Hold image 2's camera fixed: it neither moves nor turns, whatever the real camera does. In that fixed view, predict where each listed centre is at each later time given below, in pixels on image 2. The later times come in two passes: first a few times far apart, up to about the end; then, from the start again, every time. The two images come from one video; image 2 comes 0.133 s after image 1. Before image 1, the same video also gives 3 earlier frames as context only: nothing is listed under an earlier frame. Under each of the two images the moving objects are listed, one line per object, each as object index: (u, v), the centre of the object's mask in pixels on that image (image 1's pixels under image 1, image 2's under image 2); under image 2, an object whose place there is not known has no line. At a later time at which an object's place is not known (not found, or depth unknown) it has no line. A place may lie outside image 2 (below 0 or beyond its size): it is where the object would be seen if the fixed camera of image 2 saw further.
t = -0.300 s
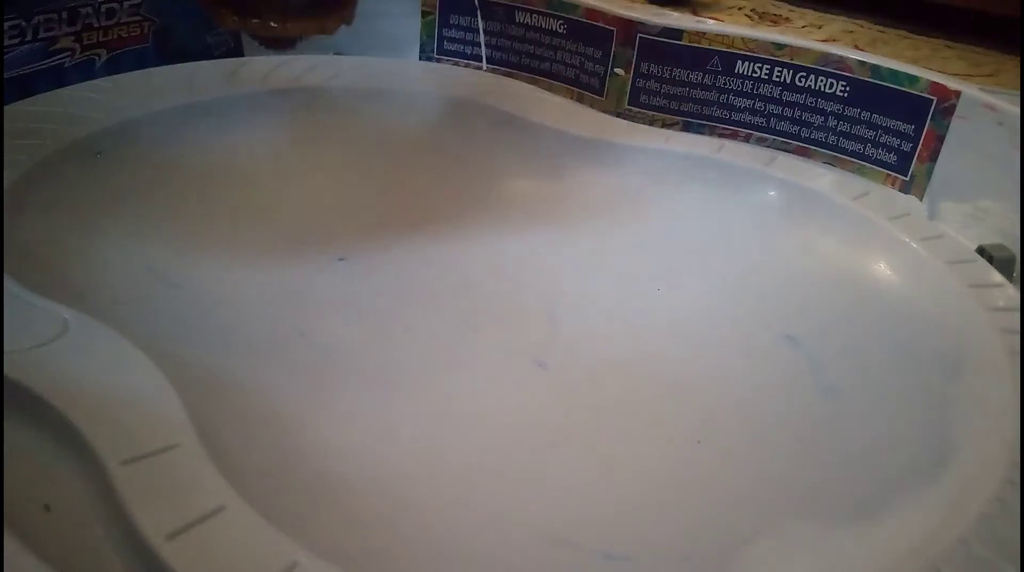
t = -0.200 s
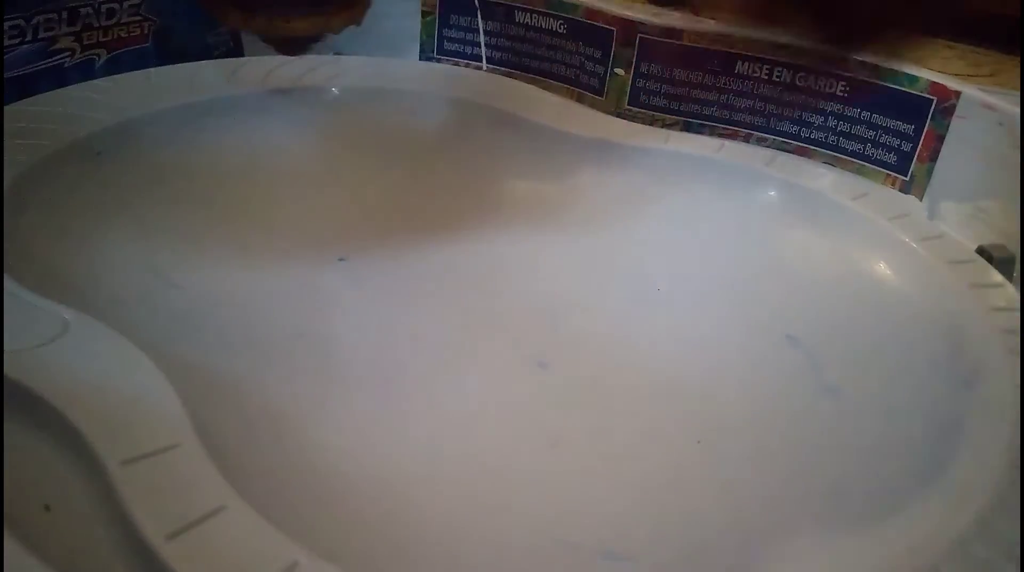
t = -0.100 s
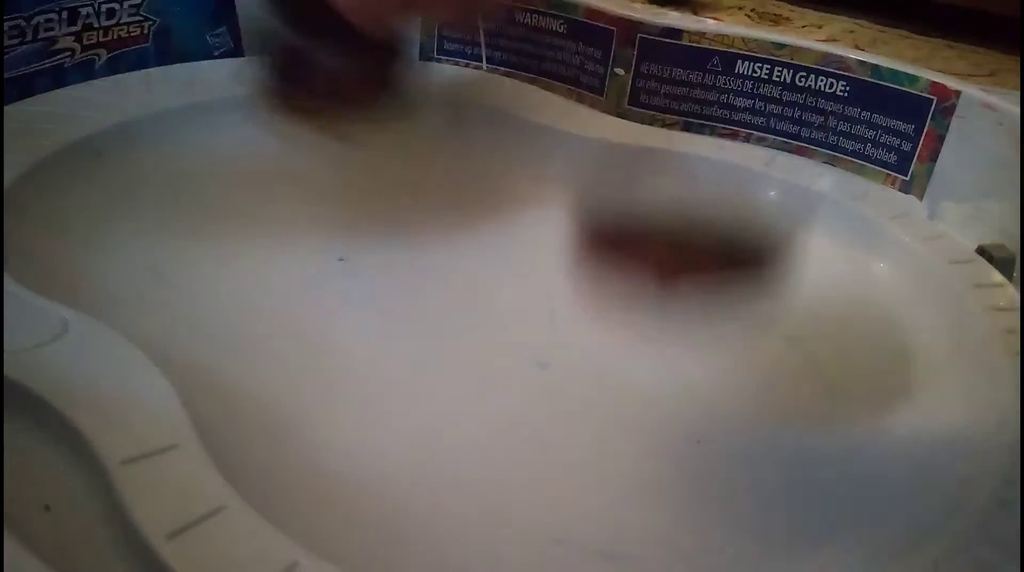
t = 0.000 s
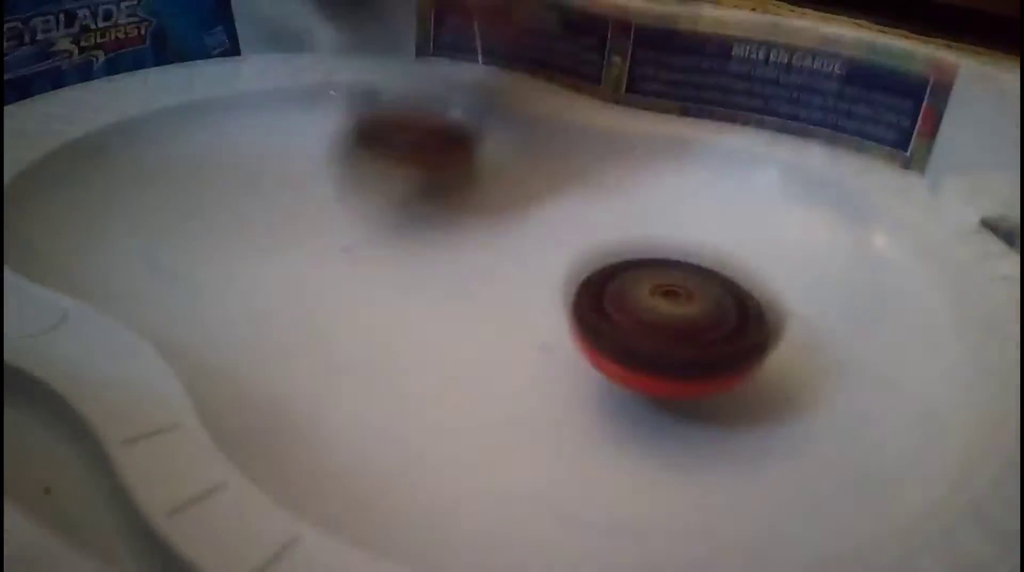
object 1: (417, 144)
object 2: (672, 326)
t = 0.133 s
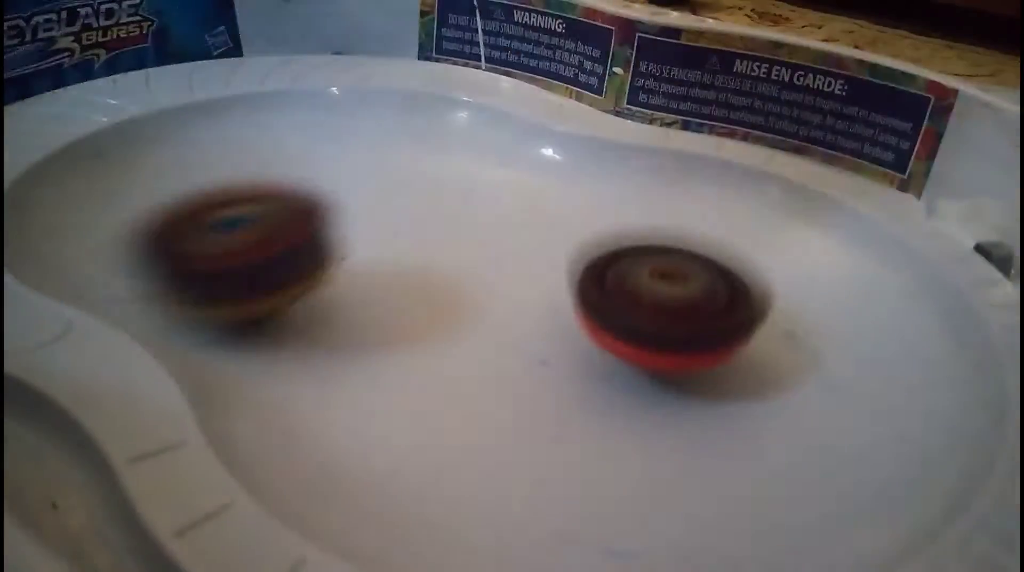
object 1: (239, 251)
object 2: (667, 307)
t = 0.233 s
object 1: (229, 260)
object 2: (647, 293)
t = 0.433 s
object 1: (481, 423)
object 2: (674, 277)
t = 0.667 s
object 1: (845, 401)
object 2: (614, 245)
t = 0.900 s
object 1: (611, 222)
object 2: (496, 304)
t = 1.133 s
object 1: (305, 234)
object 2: (865, 371)
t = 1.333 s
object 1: (278, 287)
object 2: (579, 116)
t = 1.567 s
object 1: (537, 398)
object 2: (101, 240)
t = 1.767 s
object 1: (661, 341)
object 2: (487, 457)
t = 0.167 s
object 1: (197, 264)
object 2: (666, 300)
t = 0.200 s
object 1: (208, 249)
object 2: (659, 294)
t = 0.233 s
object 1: (229, 260)
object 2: (647, 293)
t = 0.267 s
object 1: (259, 309)
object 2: (634, 291)
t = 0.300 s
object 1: (319, 323)
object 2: (619, 291)
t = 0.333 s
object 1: (389, 339)
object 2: (605, 293)
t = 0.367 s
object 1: (447, 363)
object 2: (613, 290)
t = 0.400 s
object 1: (460, 393)
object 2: (648, 283)
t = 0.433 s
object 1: (481, 423)
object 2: (674, 277)
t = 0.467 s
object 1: (517, 451)
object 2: (691, 272)
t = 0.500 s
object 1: (573, 468)
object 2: (695, 264)
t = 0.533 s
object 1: (643, 473)
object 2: (688, 257)
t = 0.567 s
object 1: (723, 471)
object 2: (673, 249)
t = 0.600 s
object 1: (779, 463)
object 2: (654, 245)
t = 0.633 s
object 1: (820, 440)
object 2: (634, 243)
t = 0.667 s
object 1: (845, 401)
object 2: (614, 245)
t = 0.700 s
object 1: (849, 363)
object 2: (593, 251)
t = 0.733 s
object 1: (835, 328)
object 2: (572, 258)
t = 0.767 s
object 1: (799, 295)
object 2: (552, 266)
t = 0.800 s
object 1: (749, 266)
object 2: (535, 273)
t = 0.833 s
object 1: (702, 247)
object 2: (521, 282)
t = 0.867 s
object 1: (653, 234)
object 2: (510, 293)
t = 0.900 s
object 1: (611, 222)
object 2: (496, 304)
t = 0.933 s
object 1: (565, 218)
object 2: (491, 318)
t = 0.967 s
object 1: (514, 218)
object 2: (497, 339)
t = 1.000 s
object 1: (464, 220)
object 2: (520, 361)
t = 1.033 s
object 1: (417, 221)
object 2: (575, 403)
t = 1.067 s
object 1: (375, 224)
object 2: (660, 426)
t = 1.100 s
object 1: (339, 228)
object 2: (767, 416)
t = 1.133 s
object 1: (305, 234)
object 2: (865, 371)
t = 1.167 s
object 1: (277, 242)
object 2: (895, 296)
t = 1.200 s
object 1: (255, 248)
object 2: (855, 222)
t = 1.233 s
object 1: (243, 256)
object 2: (805, 166)
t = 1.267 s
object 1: (242, 264)
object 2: (741, 127)
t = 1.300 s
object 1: (255, 276)
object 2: (663, 106)
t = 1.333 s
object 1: (278, 287)
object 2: (579, 116)
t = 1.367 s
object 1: (310, 301)
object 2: (486, 134)
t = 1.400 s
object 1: (348, 316)
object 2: (388, 167)
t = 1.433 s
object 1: (385, 332)
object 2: (290, 184)
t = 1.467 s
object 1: (423, 349)
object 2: (201, 199)
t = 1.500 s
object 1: (465, 369)
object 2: (123, 219)
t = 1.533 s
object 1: (504, 387)
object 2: (100, 228)
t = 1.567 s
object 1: (537, 398)
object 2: (101, 240)
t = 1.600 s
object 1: (569, 406)
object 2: (121, 248)
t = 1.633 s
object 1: (602, 404)
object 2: (174, 286)
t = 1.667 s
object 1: (629, 396)
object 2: (234, 309)
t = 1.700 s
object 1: (649, 381)
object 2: (302, 351)
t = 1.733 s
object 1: (661, 363)
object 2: (382, 411)
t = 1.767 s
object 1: (661, 341)
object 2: (487, 457)
